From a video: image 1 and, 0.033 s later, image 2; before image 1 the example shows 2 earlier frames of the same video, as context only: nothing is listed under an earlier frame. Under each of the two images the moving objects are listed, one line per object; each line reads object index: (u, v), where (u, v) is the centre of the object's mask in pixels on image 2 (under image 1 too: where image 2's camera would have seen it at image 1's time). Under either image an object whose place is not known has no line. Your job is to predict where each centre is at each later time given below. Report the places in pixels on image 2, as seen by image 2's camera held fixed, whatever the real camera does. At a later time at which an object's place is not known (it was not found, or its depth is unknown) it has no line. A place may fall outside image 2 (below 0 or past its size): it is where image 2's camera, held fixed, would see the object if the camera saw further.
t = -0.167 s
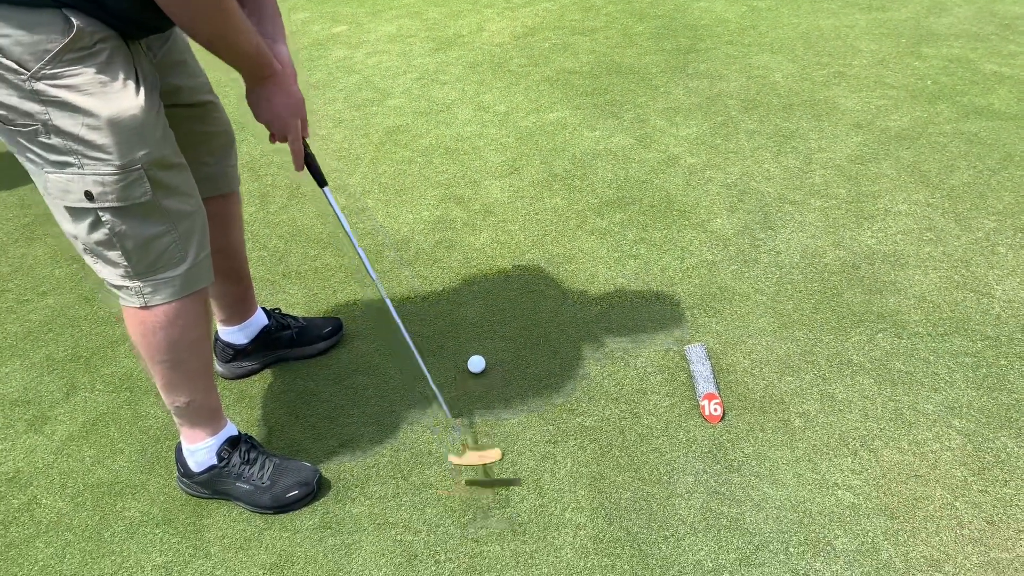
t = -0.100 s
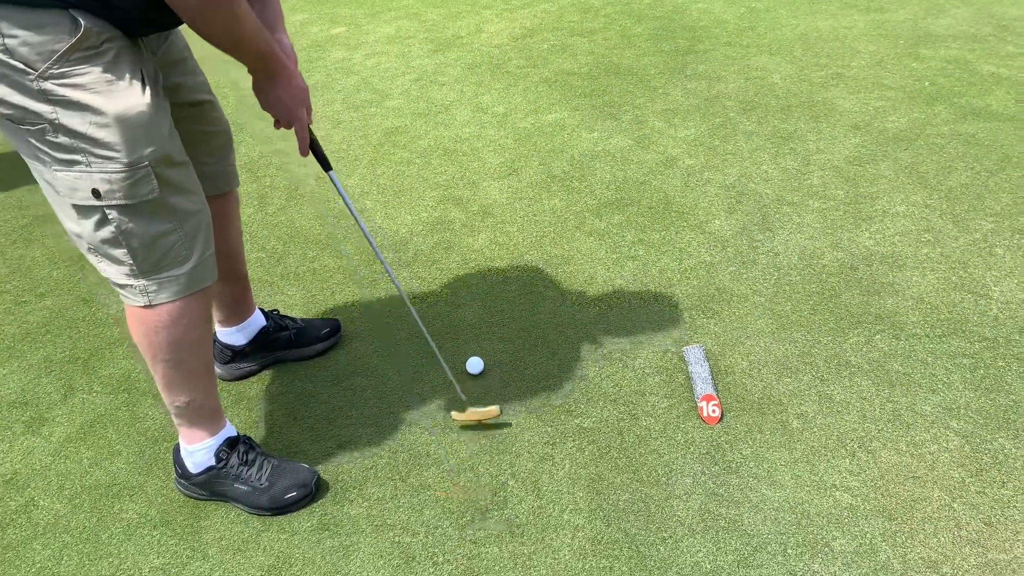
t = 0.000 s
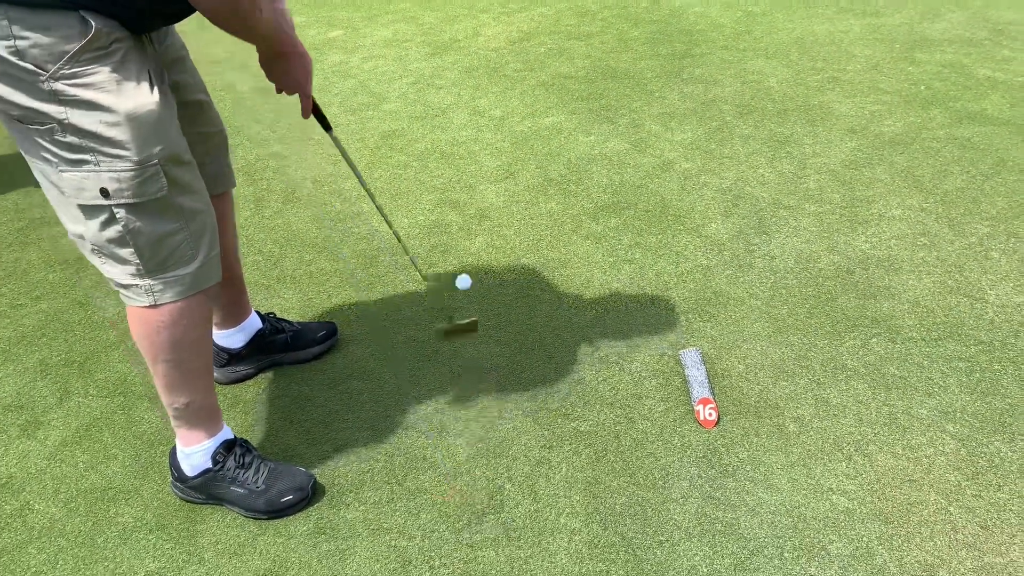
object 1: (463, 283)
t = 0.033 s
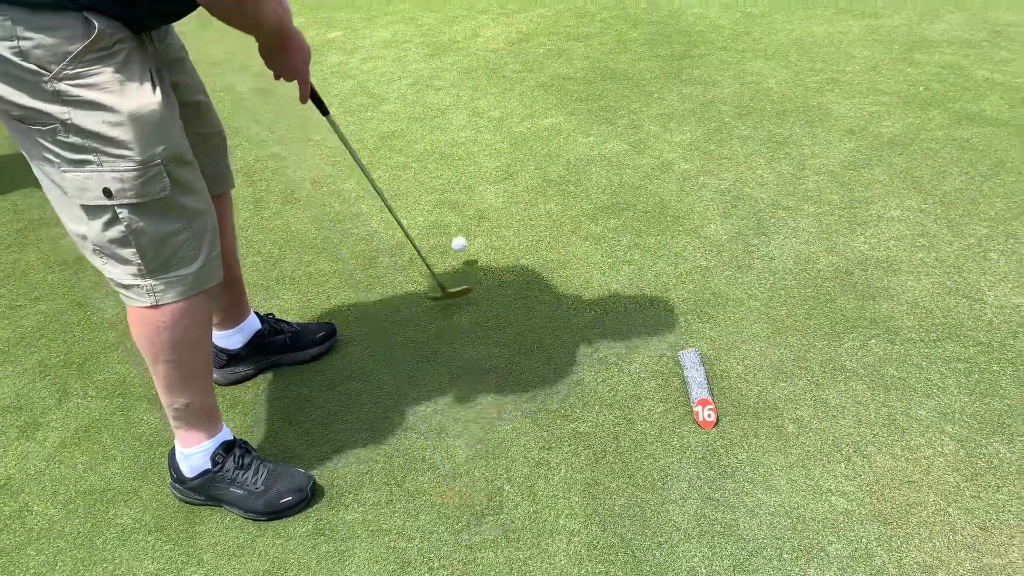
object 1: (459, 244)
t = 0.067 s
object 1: (456, 212)
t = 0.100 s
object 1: (454, 187)
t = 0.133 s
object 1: (452, 167)
